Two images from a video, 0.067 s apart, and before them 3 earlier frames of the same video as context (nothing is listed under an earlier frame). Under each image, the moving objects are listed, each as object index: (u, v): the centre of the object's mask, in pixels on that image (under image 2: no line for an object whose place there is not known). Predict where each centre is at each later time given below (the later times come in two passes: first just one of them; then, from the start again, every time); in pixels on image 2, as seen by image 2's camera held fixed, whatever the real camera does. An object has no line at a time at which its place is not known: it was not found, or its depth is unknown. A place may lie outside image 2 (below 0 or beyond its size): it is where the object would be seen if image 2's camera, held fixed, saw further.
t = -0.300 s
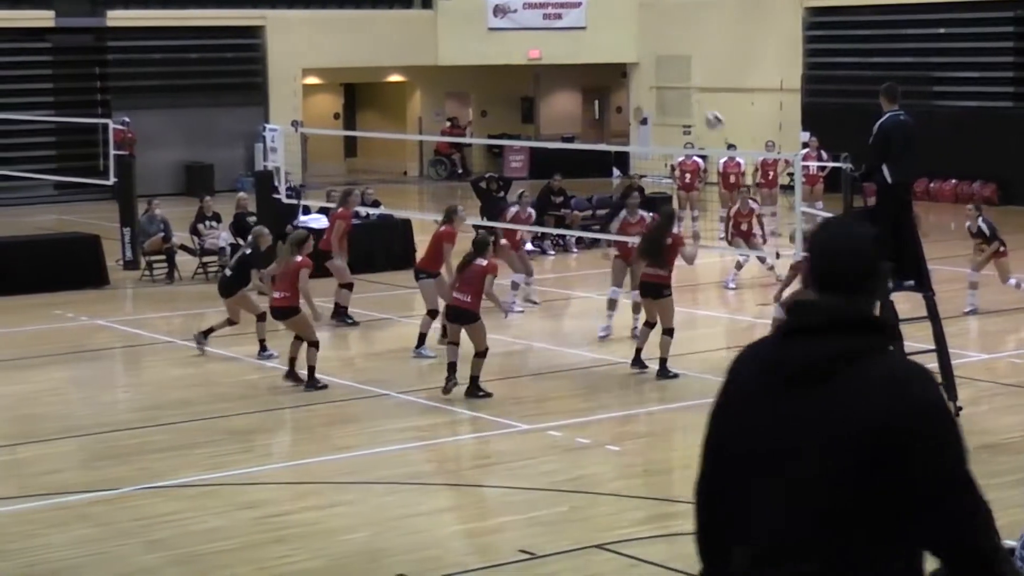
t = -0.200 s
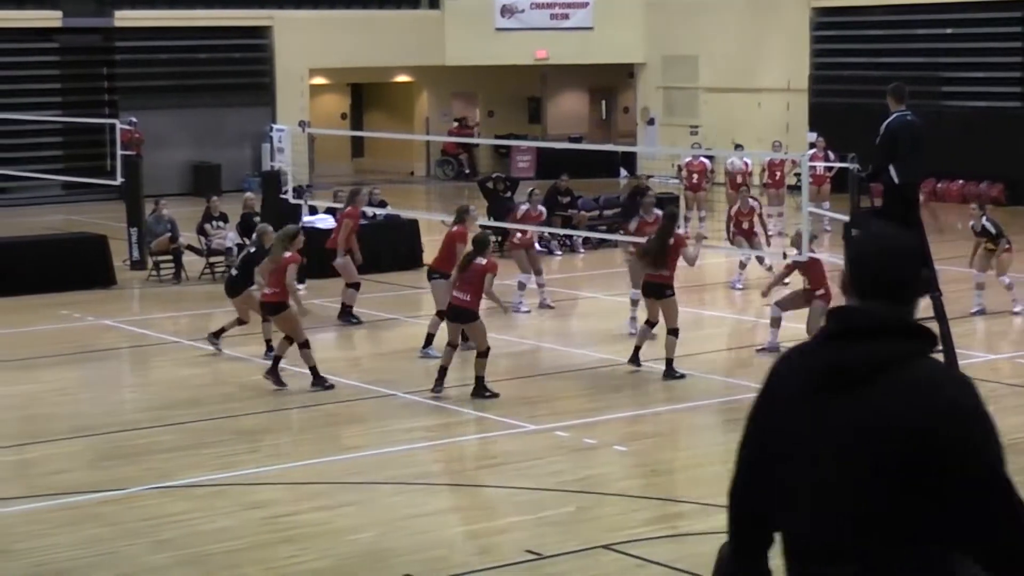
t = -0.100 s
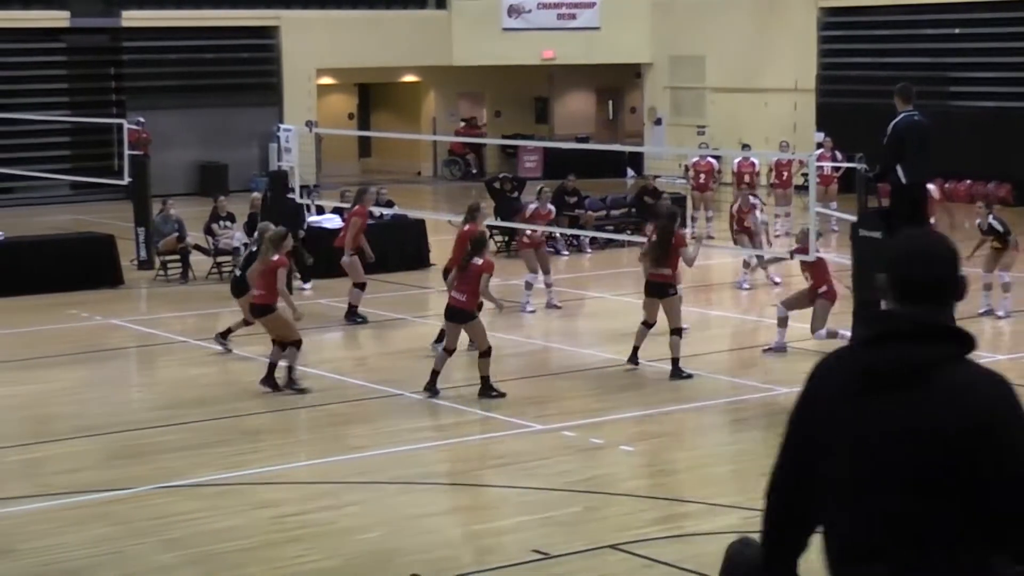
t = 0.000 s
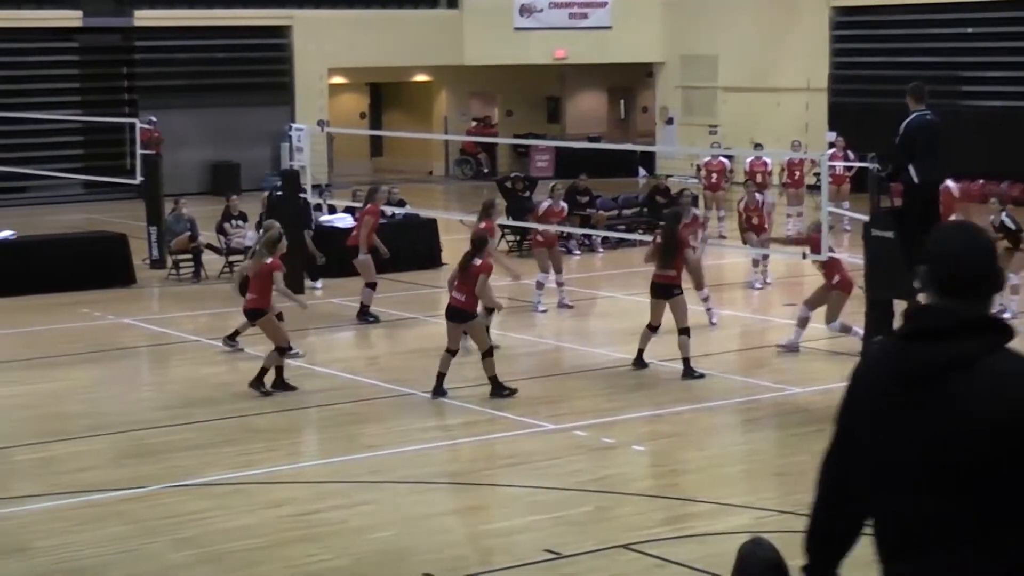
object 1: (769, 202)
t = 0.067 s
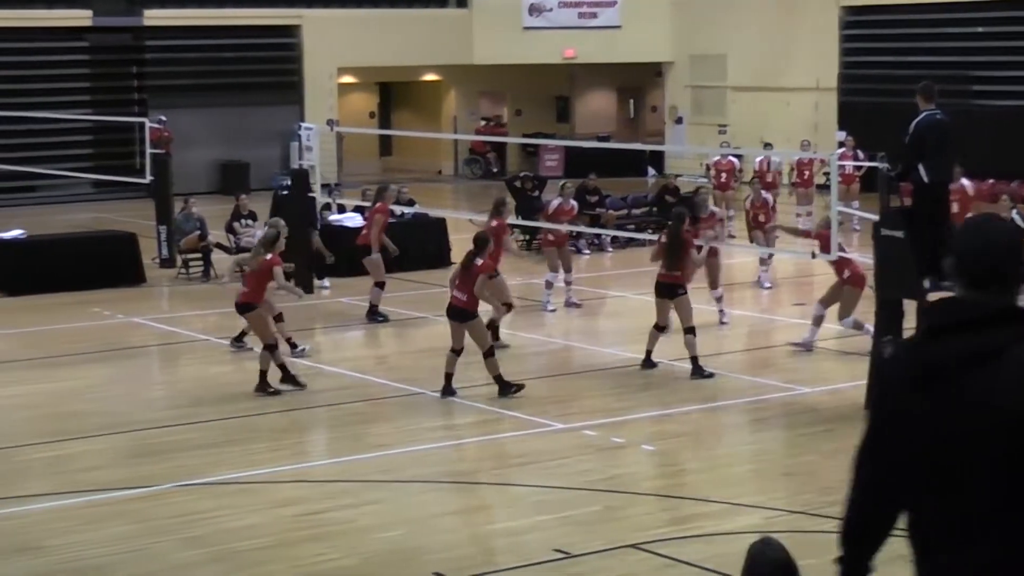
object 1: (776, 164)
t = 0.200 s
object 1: (764, 102)
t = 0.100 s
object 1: (771, 143)
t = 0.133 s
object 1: (769, 130)
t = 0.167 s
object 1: (768, 115)
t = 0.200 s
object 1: (764, 102)
